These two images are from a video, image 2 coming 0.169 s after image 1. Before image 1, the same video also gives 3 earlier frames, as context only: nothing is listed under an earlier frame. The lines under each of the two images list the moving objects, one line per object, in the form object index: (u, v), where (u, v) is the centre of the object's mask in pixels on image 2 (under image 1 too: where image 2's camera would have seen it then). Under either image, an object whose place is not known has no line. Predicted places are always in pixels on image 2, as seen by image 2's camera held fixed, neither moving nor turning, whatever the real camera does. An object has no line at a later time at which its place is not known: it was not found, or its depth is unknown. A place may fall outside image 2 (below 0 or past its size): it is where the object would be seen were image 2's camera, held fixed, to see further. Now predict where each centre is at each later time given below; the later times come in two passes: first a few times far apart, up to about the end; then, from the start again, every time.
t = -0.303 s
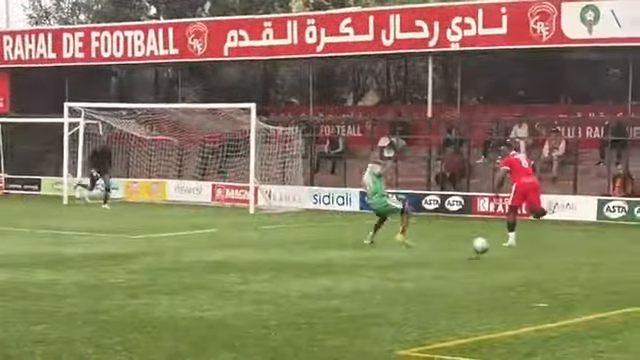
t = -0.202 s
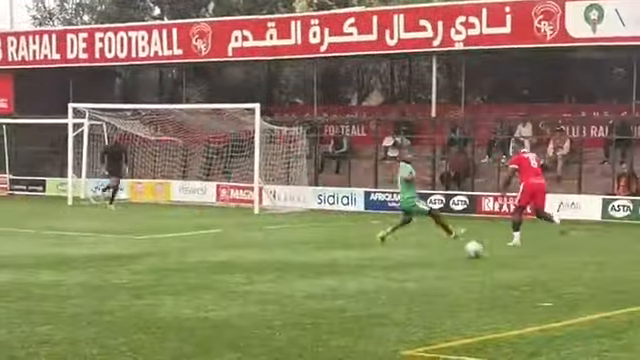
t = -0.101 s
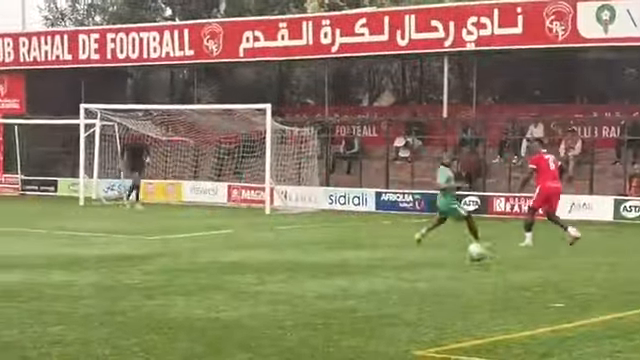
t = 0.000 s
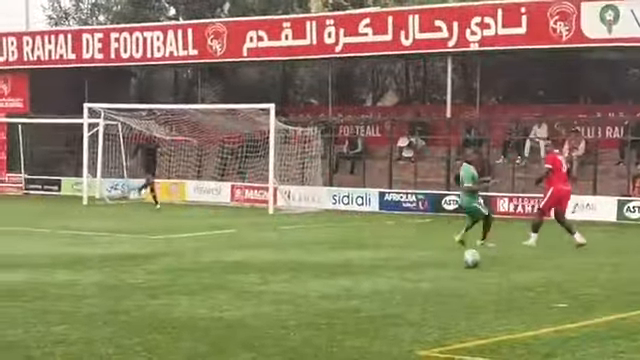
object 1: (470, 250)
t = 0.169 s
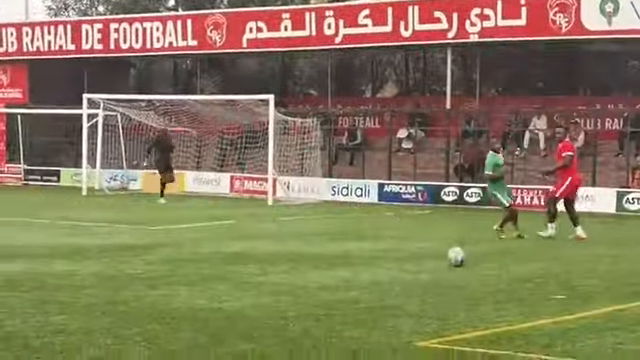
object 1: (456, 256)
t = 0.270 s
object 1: (447, 261)
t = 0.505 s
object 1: (424, 273)
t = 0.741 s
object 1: (397, 286)
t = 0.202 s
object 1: (453, 258)
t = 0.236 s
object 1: (450, 260)
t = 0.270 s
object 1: (447, 261)
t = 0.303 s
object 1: (444, 263)
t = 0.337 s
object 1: (441, 264)
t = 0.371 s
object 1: (438, 267)
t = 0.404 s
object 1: (434, 268)
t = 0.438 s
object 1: (432, 268)
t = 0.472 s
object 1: (428, 270)
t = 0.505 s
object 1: (424, 273)
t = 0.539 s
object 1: (421, 274)
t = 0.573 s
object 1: (416, 276)
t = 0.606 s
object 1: (414, 277)
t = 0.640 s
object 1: (409, 278)
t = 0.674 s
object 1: (406, 279)
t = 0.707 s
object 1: (401, 283)
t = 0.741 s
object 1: (397, 286)
